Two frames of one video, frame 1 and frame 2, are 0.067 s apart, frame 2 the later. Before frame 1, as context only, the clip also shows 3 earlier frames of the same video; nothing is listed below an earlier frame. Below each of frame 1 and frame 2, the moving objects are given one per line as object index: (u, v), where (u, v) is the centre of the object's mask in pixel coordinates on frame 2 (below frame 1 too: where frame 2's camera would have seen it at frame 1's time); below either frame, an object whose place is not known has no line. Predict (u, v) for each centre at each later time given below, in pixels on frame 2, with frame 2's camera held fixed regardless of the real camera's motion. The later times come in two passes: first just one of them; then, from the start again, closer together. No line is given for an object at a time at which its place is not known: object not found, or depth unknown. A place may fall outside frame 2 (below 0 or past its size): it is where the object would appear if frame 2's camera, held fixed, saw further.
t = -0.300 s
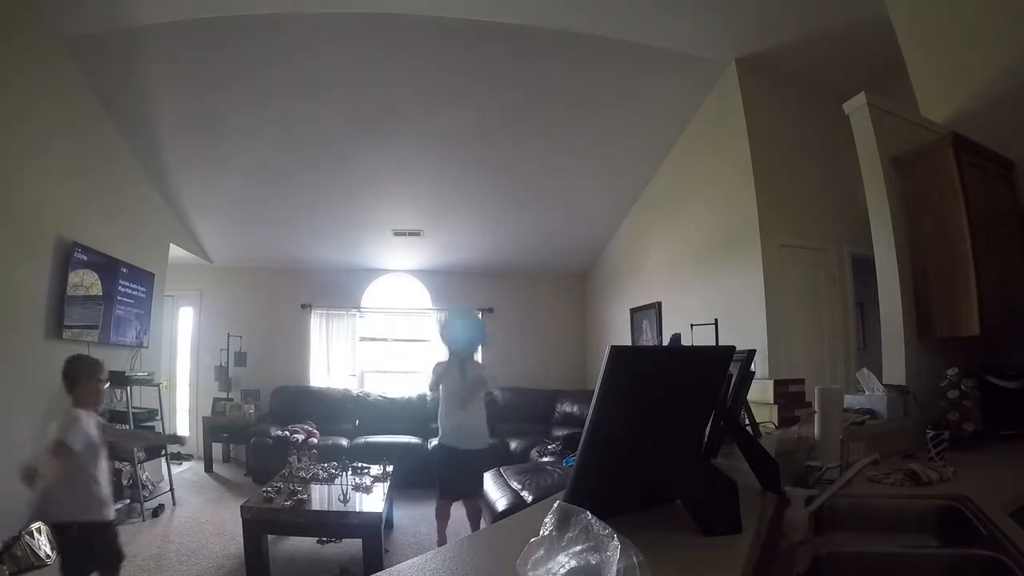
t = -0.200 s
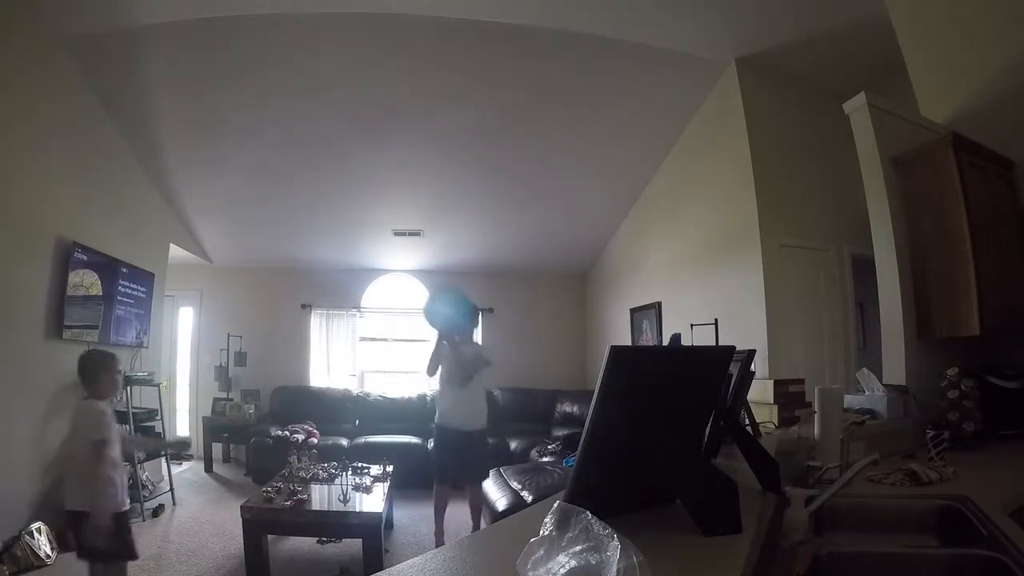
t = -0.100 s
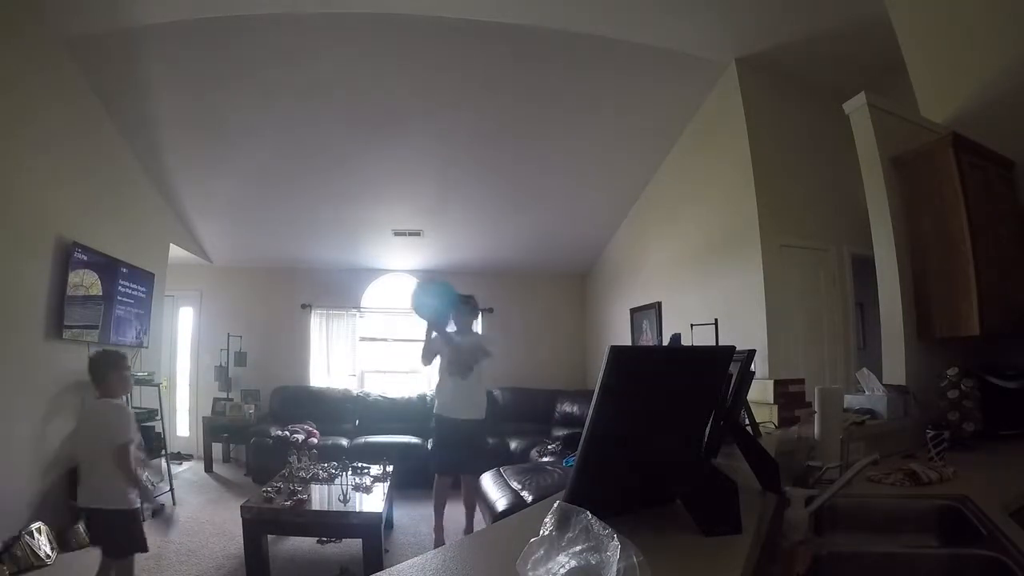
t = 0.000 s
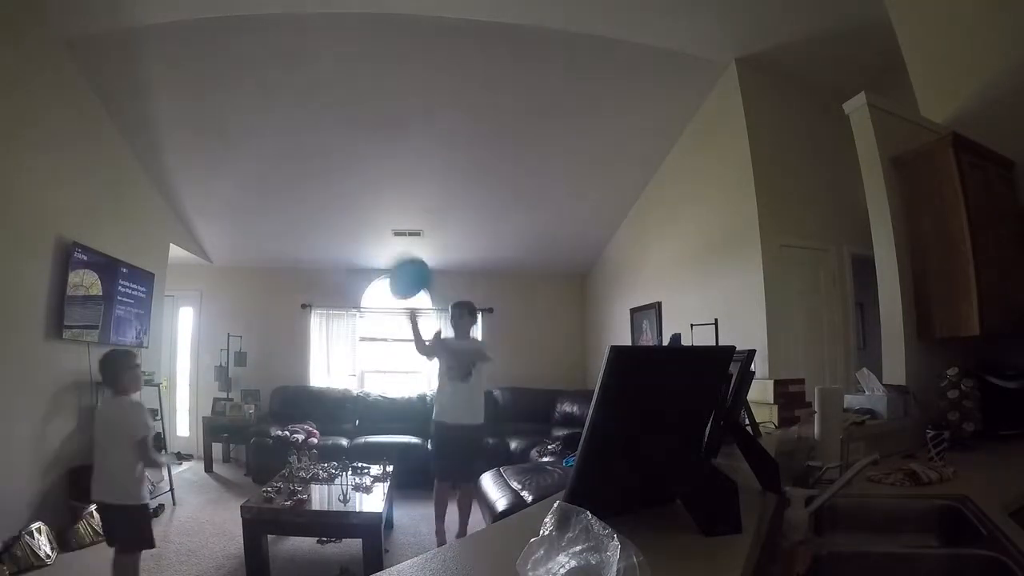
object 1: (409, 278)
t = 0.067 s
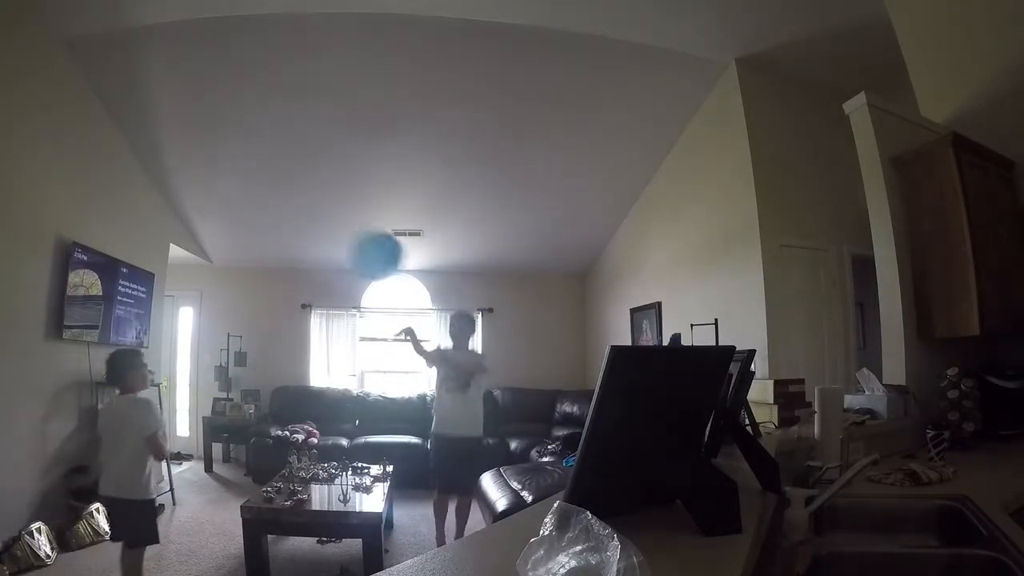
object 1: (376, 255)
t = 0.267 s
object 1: (283, 214)
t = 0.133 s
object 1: (344, 237)
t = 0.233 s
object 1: (298, 218)
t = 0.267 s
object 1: (283, 214)
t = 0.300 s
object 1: (269, 210)
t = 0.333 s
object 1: (256, 207)
